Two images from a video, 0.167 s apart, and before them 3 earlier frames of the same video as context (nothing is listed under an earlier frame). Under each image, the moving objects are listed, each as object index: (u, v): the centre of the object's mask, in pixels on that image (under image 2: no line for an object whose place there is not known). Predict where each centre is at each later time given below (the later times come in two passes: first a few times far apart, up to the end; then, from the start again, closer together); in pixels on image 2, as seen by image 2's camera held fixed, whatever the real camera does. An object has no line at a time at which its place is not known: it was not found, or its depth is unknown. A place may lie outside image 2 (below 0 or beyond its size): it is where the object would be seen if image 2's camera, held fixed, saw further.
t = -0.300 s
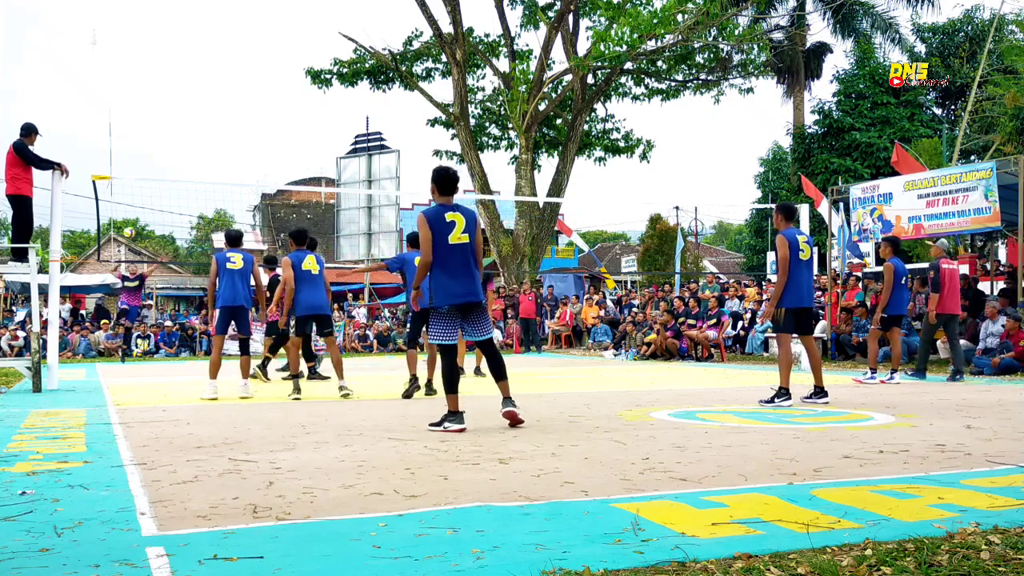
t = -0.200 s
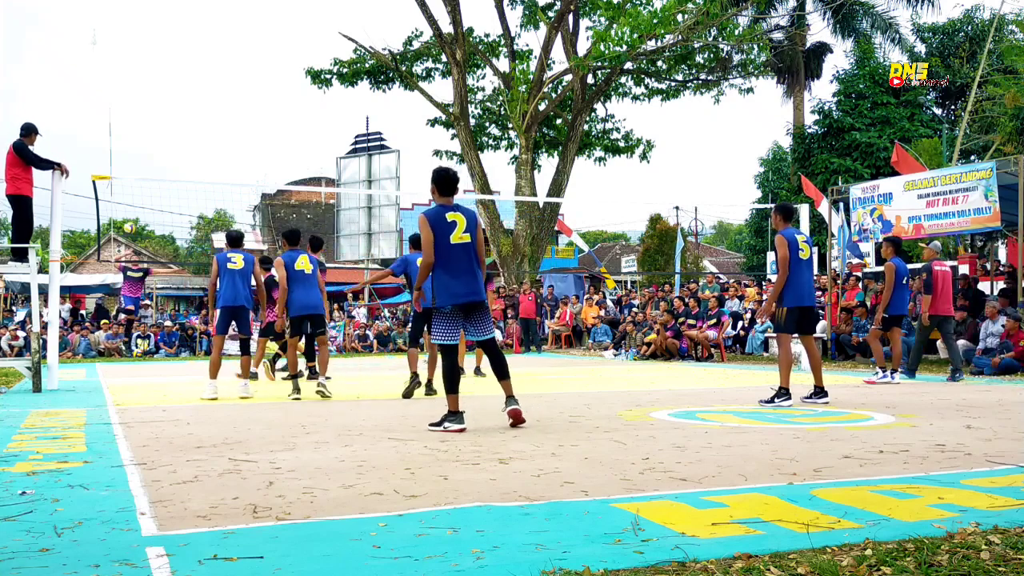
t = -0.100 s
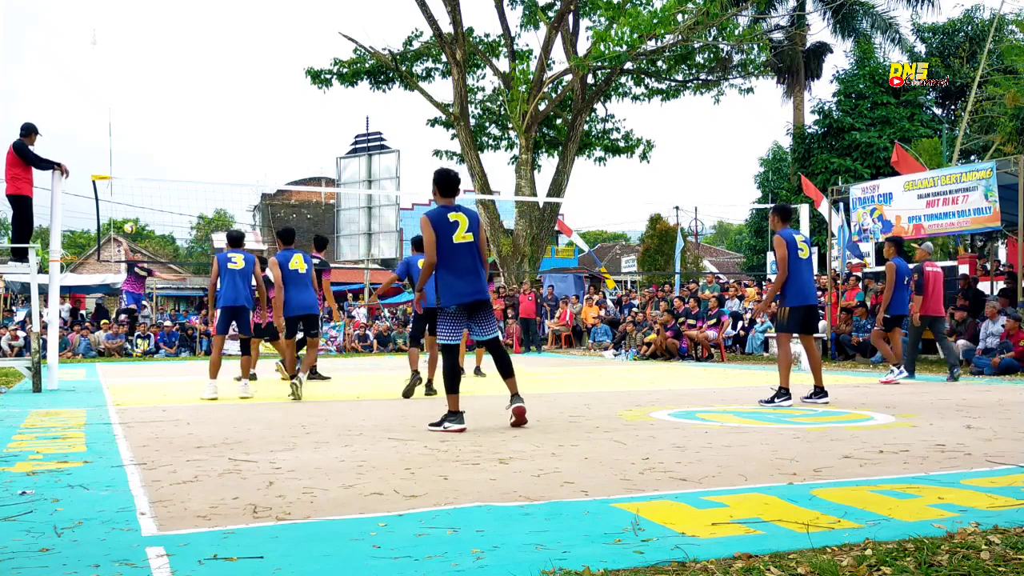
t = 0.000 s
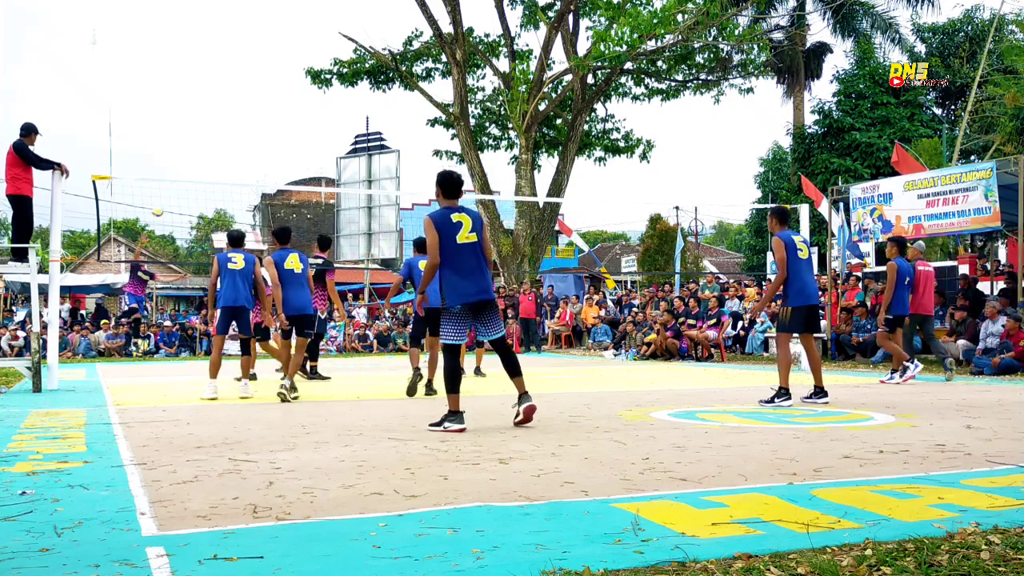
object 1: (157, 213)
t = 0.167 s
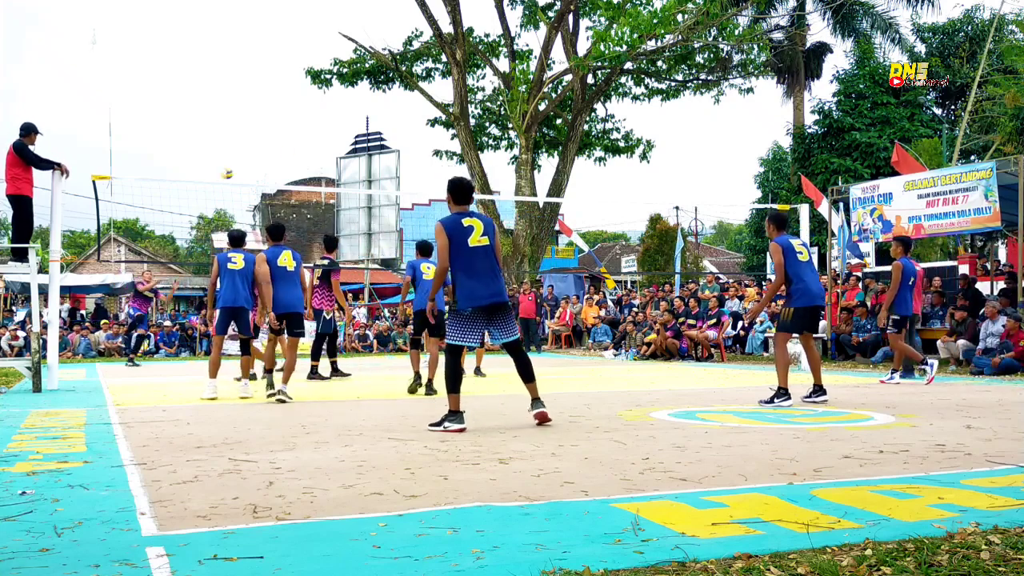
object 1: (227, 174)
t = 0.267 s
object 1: (271, 157)
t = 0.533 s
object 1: (415, 138)
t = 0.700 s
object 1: (527, 153)
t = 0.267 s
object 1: (271, 157)
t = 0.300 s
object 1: (288, 151)
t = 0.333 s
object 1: (304, 148)
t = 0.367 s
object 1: (322, 144)
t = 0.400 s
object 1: (340, 142)
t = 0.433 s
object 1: (357, 140)
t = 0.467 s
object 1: (376, 138)
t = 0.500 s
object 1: (395, 139)
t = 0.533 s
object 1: (415, 138)
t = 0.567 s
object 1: (435, 140)
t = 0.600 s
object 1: (458, 140)
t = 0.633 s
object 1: (480, 144)
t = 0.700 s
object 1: (527, 153)
